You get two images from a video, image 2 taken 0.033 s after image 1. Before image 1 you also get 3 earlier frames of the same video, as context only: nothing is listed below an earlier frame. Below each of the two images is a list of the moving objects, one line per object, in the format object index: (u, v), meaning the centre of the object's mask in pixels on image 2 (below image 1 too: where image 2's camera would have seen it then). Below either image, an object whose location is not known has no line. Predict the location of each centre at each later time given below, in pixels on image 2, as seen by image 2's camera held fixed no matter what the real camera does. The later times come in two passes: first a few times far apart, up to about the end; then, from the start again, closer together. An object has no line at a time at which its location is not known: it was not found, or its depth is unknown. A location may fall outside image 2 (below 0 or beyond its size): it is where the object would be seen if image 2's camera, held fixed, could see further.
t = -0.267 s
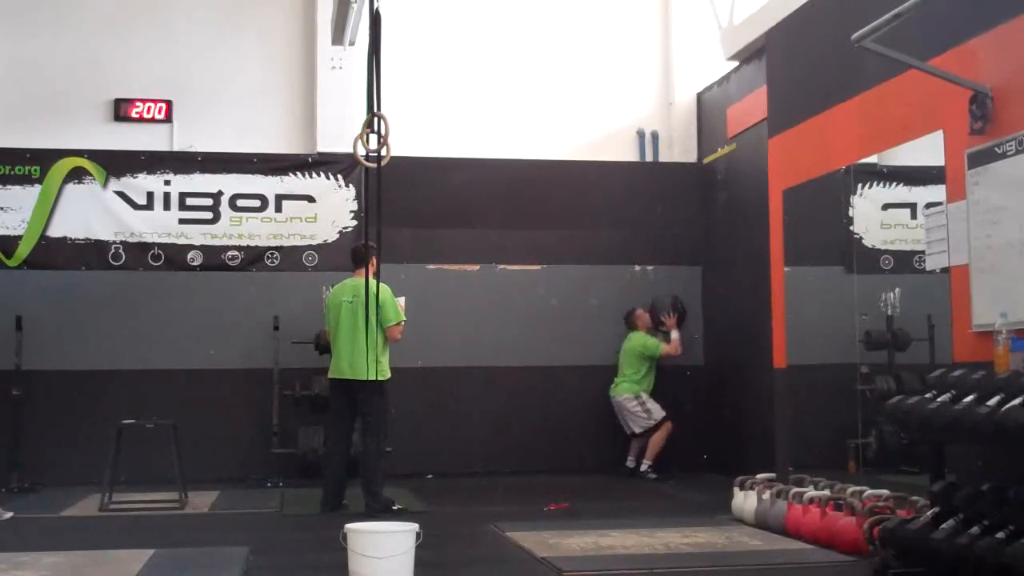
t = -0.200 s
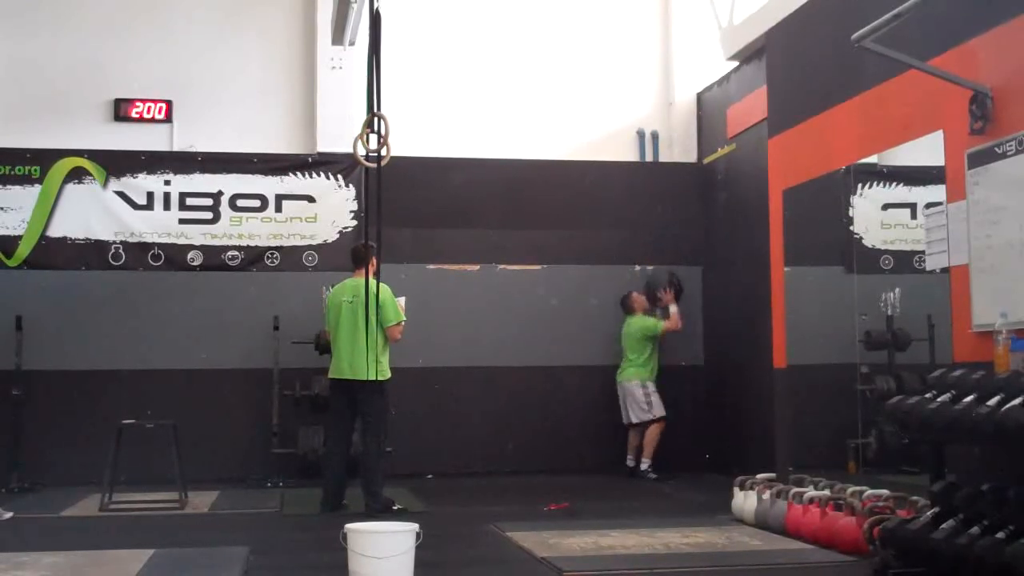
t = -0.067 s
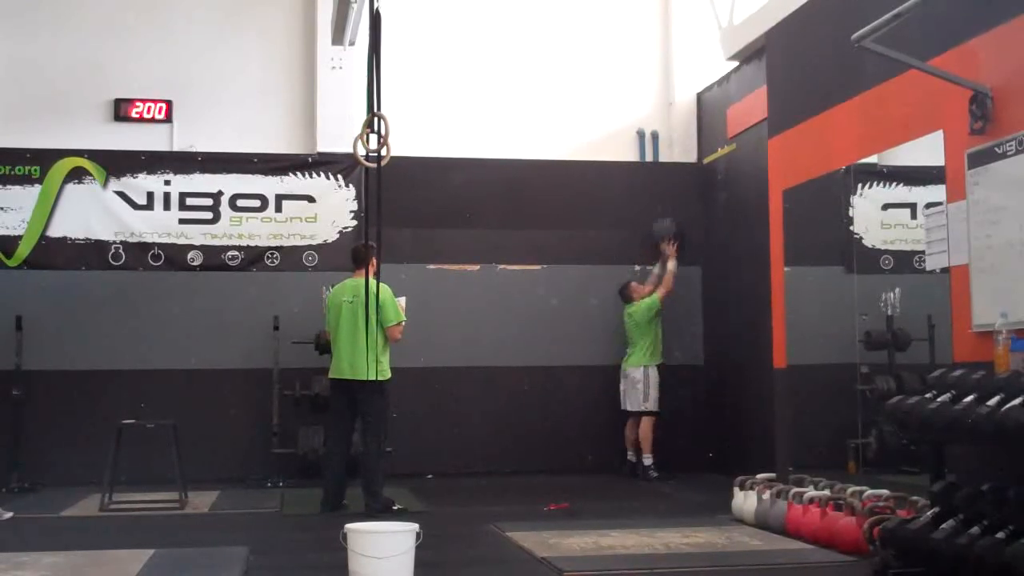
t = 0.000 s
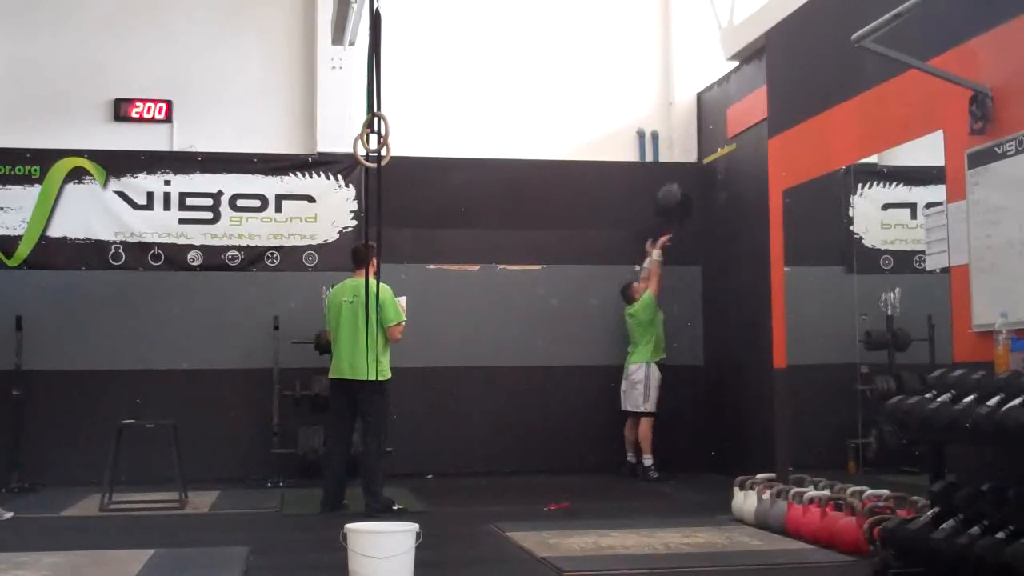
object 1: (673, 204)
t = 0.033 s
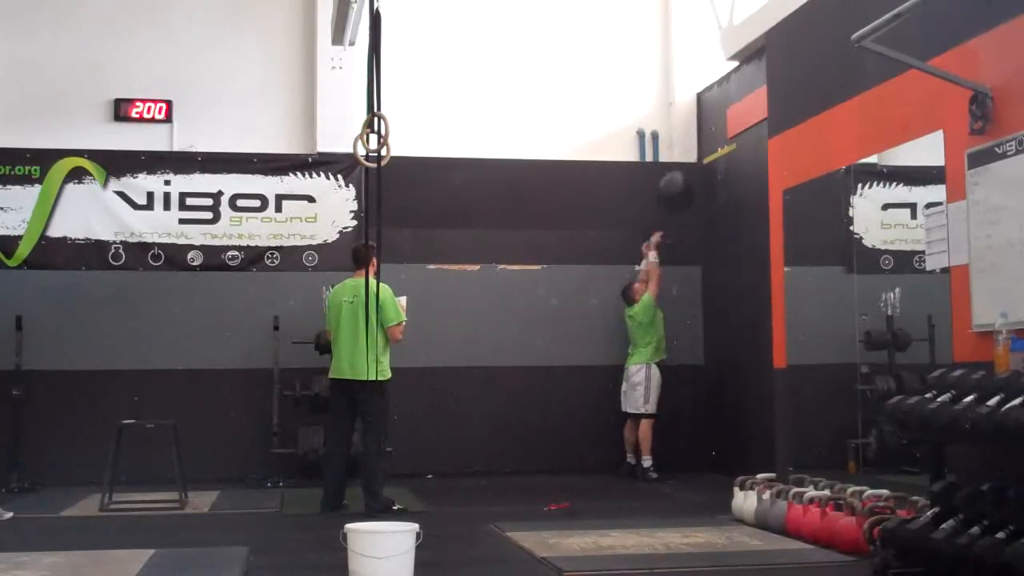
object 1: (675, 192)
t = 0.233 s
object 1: (692, 146)
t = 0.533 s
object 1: (691, 150)
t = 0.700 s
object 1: (682, 195)
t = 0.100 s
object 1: (682, 171)
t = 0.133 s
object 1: (683, 167)
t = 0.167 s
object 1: (686, 156)
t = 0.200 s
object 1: (690, 150)
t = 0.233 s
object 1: (692, 146)
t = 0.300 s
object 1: (698, 139)
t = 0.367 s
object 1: (699, 138)
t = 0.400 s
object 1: (697, 139)
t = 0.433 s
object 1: (696, 140)
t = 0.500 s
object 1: (692, 147)
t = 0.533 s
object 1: (691, 150)
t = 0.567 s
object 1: (689, 158)
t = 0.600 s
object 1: (687, 166)
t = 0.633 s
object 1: (685, 175)
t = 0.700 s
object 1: (682, 195)
